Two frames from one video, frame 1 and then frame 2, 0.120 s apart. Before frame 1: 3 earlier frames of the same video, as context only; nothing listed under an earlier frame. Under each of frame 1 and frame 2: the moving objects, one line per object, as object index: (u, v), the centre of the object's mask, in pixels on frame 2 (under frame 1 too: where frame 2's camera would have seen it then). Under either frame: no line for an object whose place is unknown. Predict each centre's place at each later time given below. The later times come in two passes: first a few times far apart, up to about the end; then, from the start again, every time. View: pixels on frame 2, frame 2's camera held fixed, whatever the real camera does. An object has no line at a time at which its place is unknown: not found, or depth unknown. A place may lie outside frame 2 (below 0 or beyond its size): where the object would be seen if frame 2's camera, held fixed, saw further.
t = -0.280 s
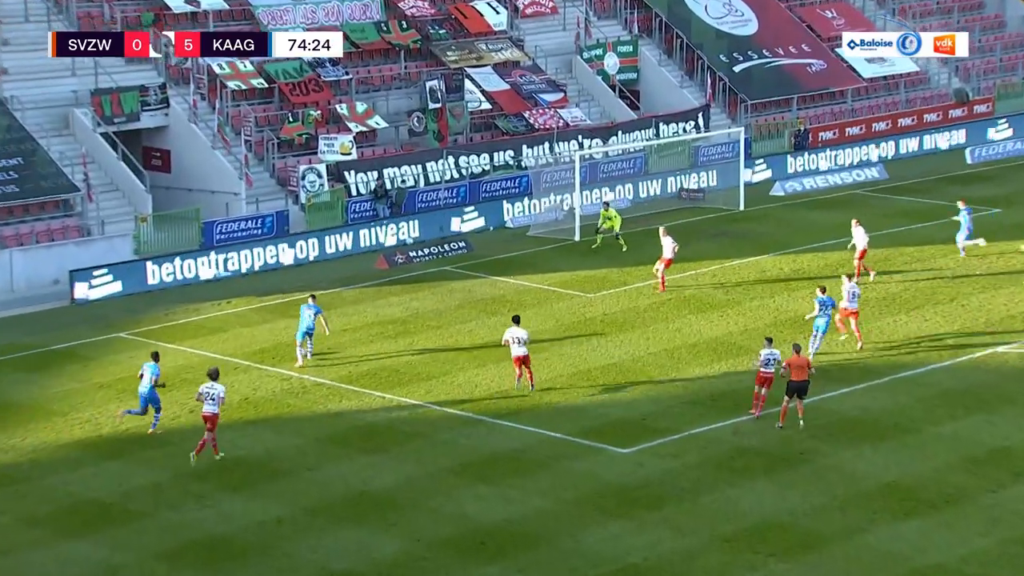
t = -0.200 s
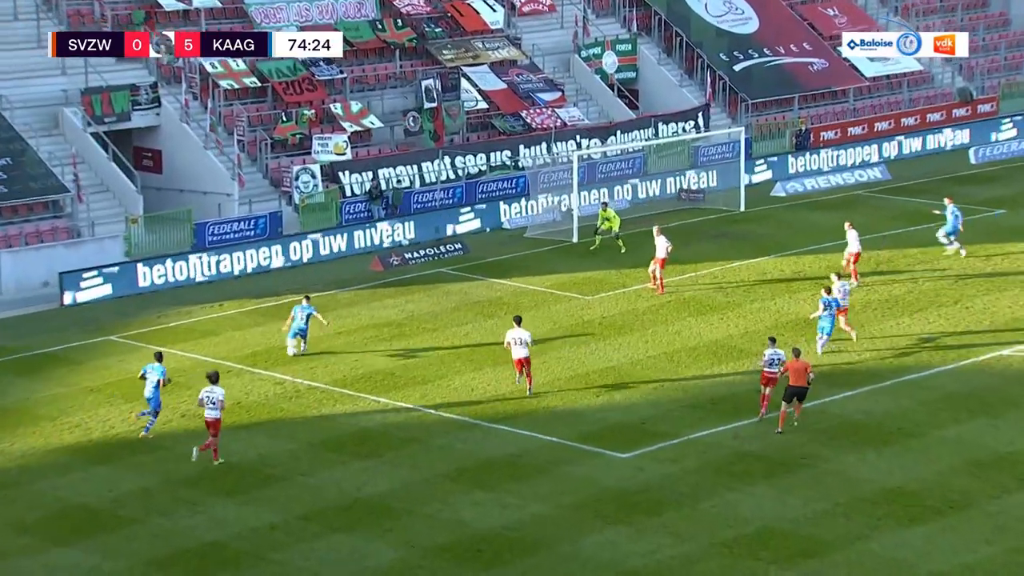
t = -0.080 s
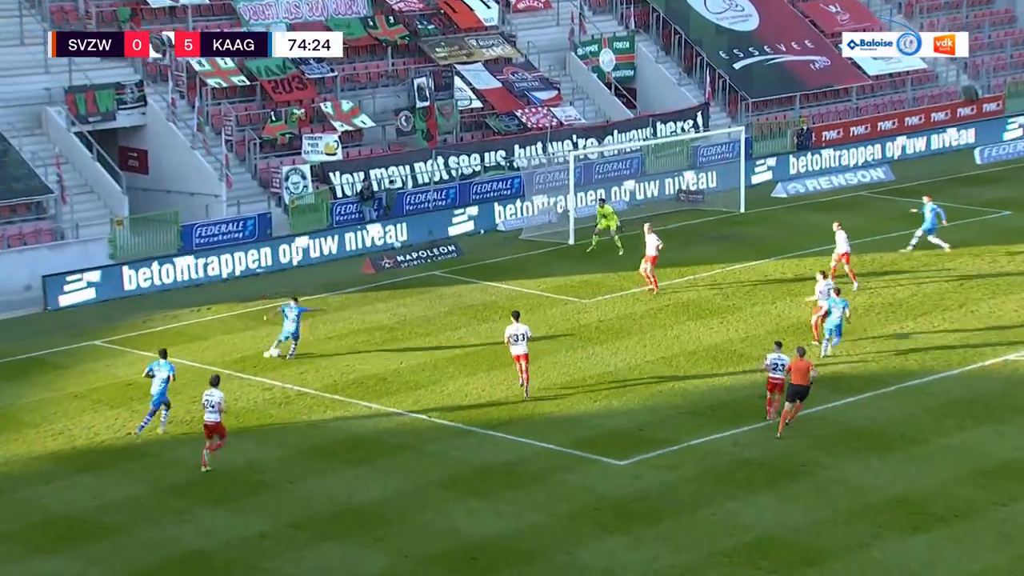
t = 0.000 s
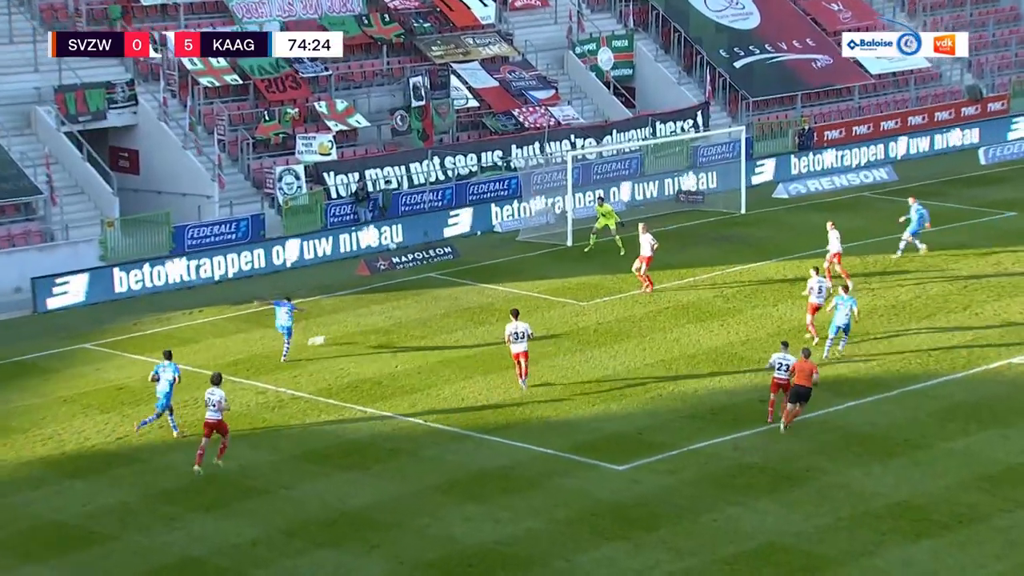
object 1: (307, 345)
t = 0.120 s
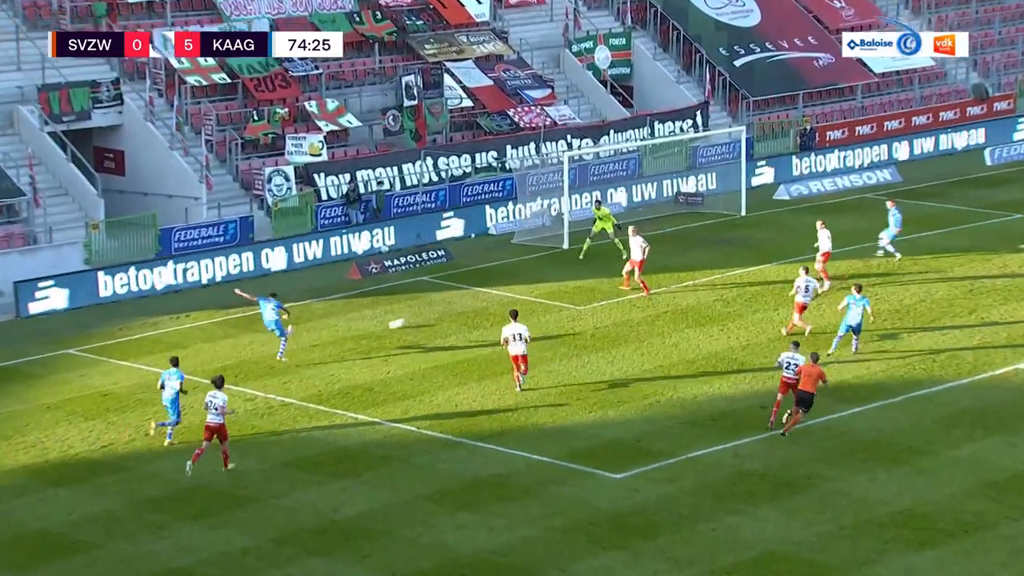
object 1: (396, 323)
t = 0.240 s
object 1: (474, 307)
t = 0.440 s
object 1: (586, 282)
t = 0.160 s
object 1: (424, 317)
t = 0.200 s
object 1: (449, 311)
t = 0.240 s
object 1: (474, 307)
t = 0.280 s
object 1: (497, 299)
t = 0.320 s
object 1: (521, 295)
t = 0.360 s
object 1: (544, 290)
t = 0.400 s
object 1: (566, 287)
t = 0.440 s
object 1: (586, 282)
